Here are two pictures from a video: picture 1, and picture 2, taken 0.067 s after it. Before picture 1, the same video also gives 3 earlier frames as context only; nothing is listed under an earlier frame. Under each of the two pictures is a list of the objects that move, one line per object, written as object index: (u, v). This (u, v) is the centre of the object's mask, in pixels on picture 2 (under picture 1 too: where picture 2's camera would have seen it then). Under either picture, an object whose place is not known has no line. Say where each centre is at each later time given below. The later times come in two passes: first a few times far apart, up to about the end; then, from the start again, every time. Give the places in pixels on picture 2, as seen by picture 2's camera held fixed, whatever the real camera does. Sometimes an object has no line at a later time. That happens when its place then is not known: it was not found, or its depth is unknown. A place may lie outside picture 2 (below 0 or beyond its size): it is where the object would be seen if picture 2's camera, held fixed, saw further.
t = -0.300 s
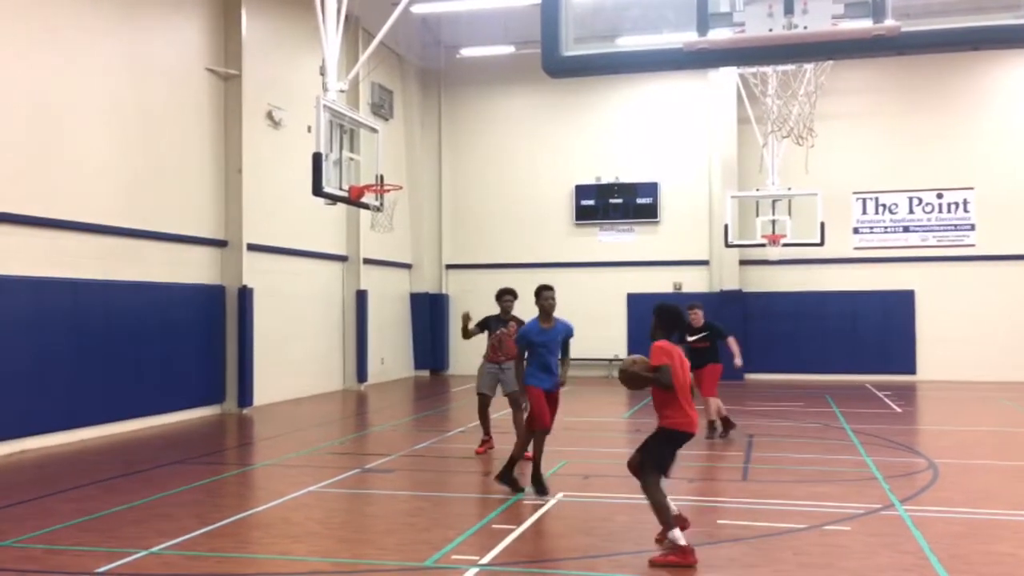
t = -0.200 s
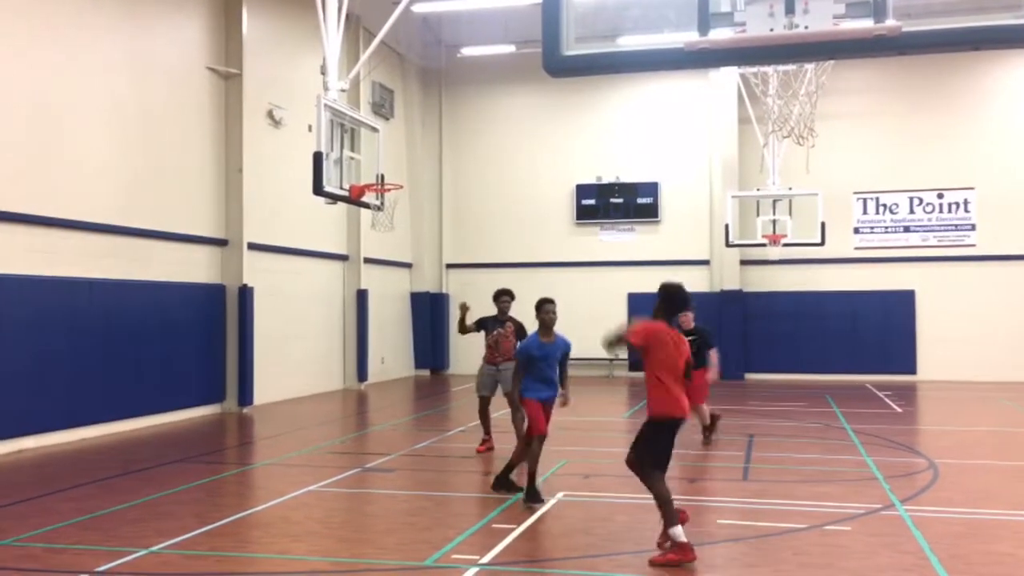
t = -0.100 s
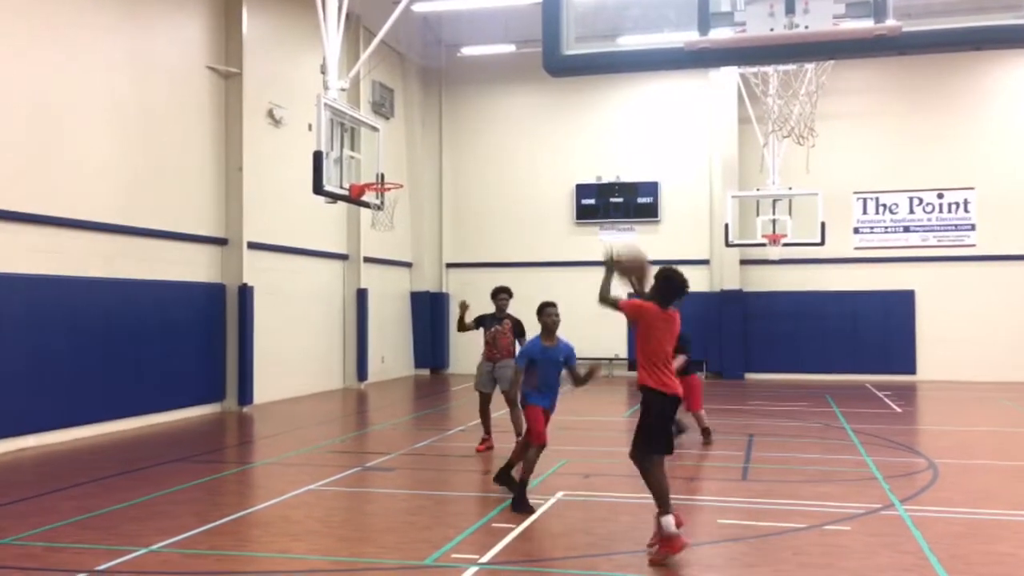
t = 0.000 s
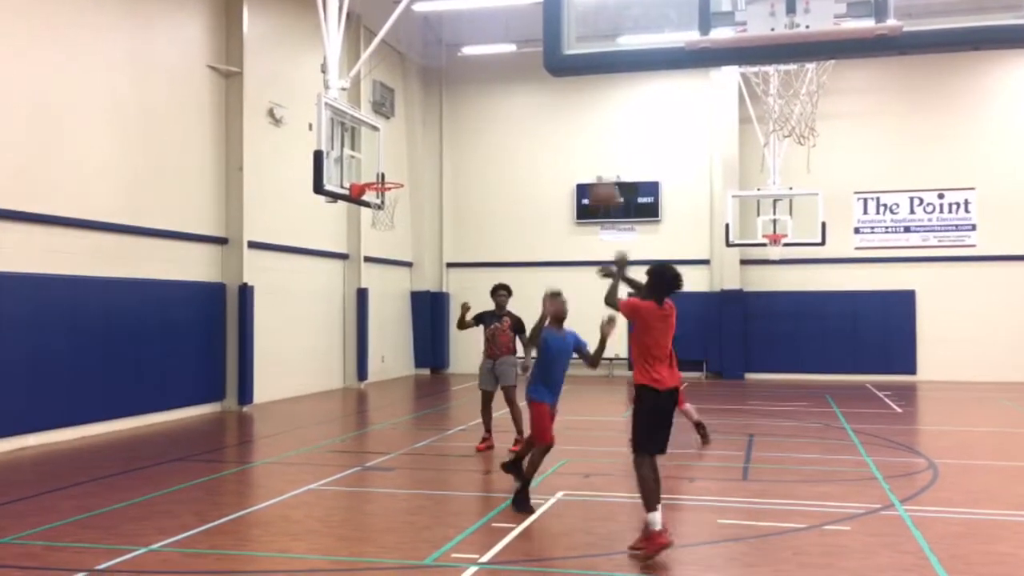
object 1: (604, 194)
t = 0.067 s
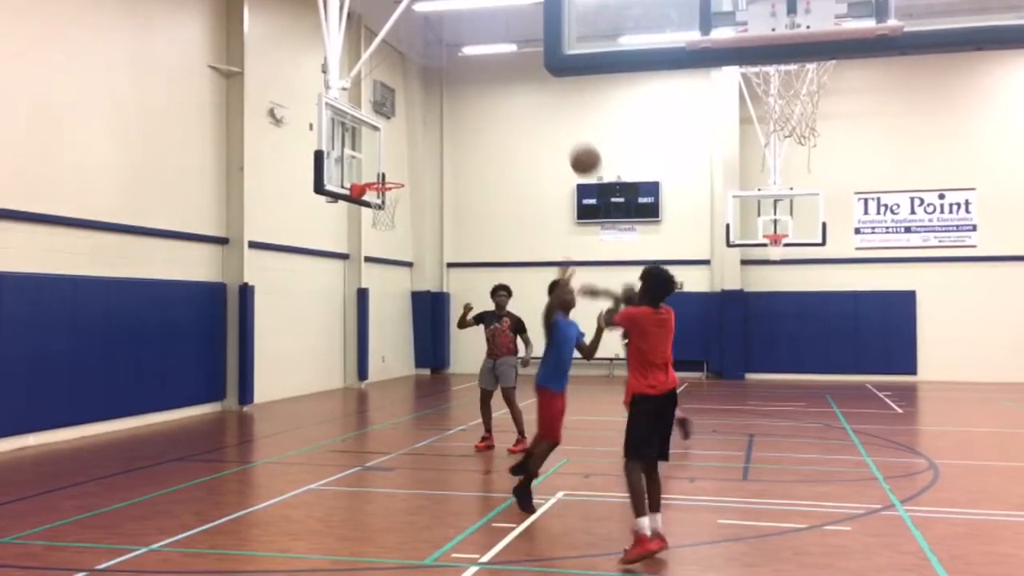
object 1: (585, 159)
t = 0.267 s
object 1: (538, 99)
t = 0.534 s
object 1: (489, 95)
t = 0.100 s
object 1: (576, 145)
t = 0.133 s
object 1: (568, 133)
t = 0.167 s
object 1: (560, 122)
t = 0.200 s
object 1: (553, 113)
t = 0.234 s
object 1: (545, 105)
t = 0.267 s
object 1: (538, 99)
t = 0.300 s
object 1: (531, 93)
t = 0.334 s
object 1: (525, 90)
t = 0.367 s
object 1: (519, 88)
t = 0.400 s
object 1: (512, 87)
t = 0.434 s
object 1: (506, 87)
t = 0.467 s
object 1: (501, 89)
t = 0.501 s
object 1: (495, 91)
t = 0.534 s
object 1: (489, 95)
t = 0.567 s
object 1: (484, 100)
